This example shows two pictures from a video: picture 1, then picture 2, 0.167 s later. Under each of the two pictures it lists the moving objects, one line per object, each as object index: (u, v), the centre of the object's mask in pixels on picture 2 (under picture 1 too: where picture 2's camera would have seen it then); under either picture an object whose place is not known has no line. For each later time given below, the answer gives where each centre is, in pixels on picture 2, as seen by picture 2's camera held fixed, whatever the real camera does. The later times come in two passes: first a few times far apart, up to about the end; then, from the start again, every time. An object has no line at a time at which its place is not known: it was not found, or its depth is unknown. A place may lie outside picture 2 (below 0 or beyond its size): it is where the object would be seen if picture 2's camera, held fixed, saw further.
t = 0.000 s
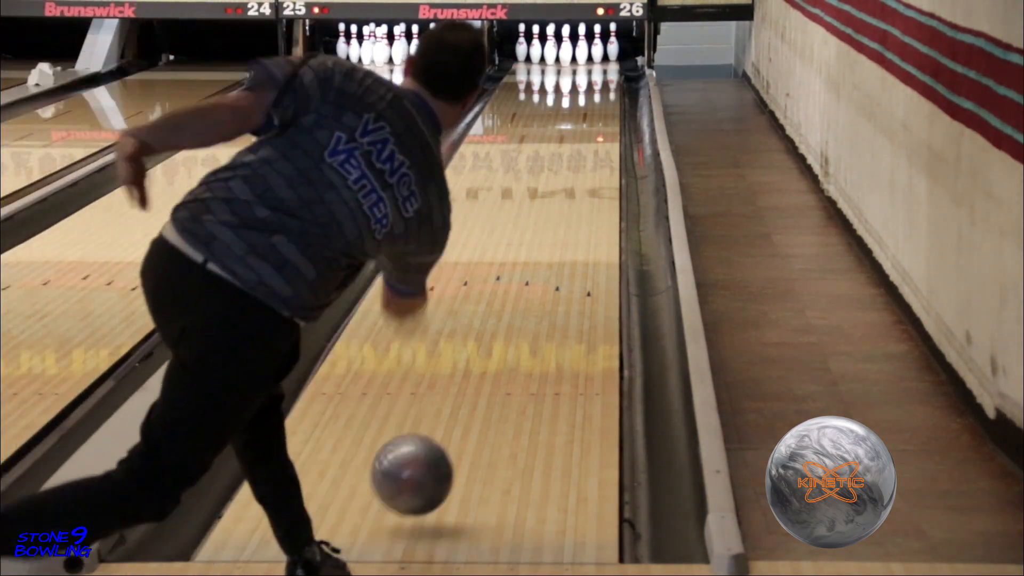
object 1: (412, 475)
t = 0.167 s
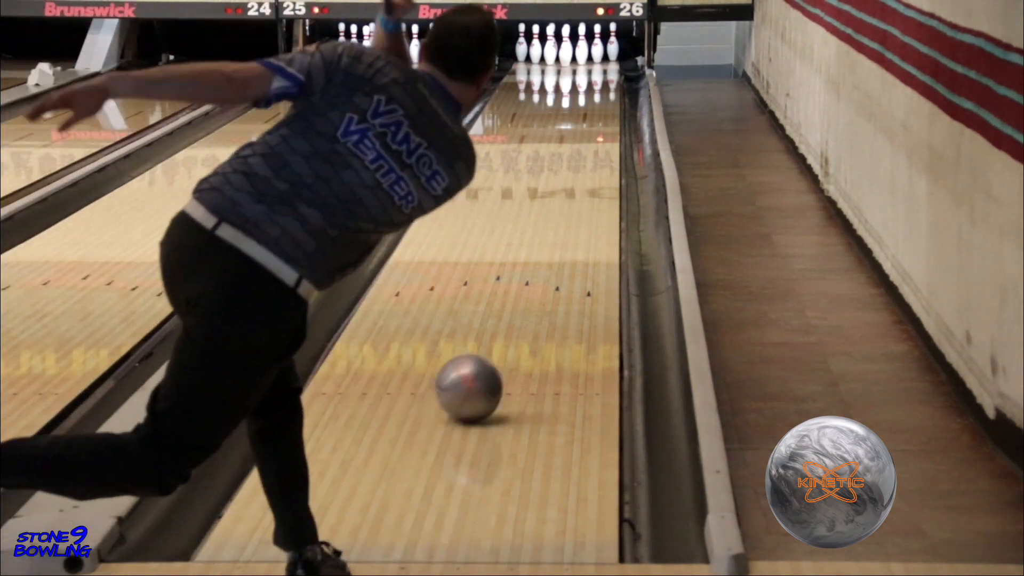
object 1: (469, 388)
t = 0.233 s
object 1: (486, 357)
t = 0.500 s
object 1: (536, 263)
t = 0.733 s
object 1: (564, 207)
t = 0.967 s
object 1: (584, 166)
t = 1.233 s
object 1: (599, 129)
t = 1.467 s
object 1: (604, 106)
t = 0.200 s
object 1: (478, 372)
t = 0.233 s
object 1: (486, 357)
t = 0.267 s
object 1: (494, 342)
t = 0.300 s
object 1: (501, 329)
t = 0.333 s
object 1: (508, 316)
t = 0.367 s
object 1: (514, 304)
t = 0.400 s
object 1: (520, 293)
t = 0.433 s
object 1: (526, 283)
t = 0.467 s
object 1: (531, 273)
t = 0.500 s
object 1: (536, 263)
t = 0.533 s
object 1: (541, 254)
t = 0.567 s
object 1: (545, 245)
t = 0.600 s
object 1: (551, 237)
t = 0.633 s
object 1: (554, 229)
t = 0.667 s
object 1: (557, 221)
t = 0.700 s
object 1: (561, 214)
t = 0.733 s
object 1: (564, 207)
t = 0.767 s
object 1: (568, 201)
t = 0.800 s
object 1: (571, 194)
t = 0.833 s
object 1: (574, 188)
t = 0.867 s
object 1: (576, 182)
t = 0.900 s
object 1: (579, 177)
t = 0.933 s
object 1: (582, 171)
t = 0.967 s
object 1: (584, 166)
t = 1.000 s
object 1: (586, 161)
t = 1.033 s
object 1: (588, 156)
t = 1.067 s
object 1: (590, 151)
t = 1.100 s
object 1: (592, 146)
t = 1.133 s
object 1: (594, 142)
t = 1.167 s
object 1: (596, 137)
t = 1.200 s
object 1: (597, 133)
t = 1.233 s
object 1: (599, 129)
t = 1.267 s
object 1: (600, 125)
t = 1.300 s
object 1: (601, 122)
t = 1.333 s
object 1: (602, 118)
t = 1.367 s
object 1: (602, 115)
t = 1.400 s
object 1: (603, 112)
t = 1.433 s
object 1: (603, 109)
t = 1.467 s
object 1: (604, 106)
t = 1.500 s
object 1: (604, 103)
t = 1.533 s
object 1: (605, 100)
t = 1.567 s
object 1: (605, 97)
